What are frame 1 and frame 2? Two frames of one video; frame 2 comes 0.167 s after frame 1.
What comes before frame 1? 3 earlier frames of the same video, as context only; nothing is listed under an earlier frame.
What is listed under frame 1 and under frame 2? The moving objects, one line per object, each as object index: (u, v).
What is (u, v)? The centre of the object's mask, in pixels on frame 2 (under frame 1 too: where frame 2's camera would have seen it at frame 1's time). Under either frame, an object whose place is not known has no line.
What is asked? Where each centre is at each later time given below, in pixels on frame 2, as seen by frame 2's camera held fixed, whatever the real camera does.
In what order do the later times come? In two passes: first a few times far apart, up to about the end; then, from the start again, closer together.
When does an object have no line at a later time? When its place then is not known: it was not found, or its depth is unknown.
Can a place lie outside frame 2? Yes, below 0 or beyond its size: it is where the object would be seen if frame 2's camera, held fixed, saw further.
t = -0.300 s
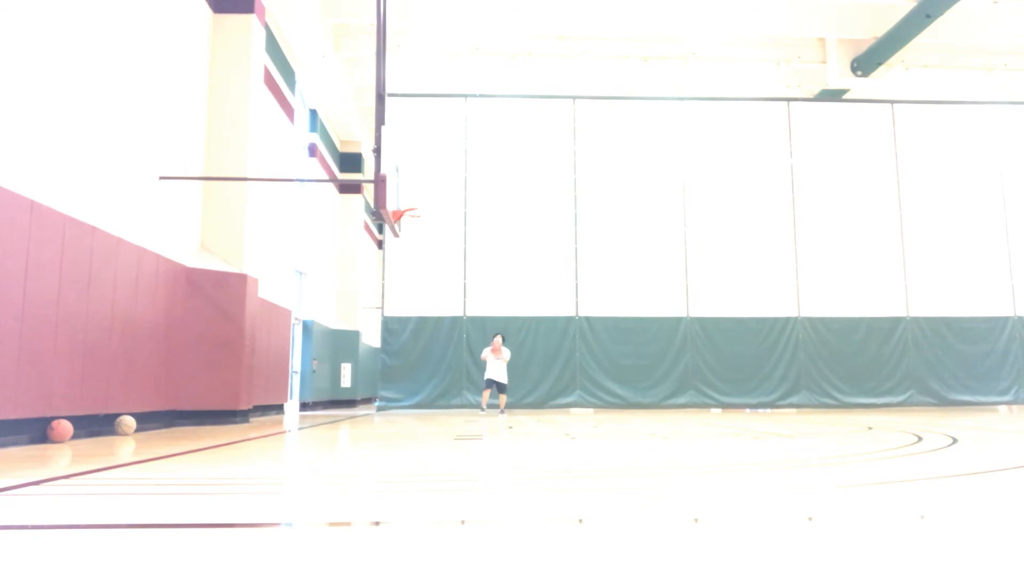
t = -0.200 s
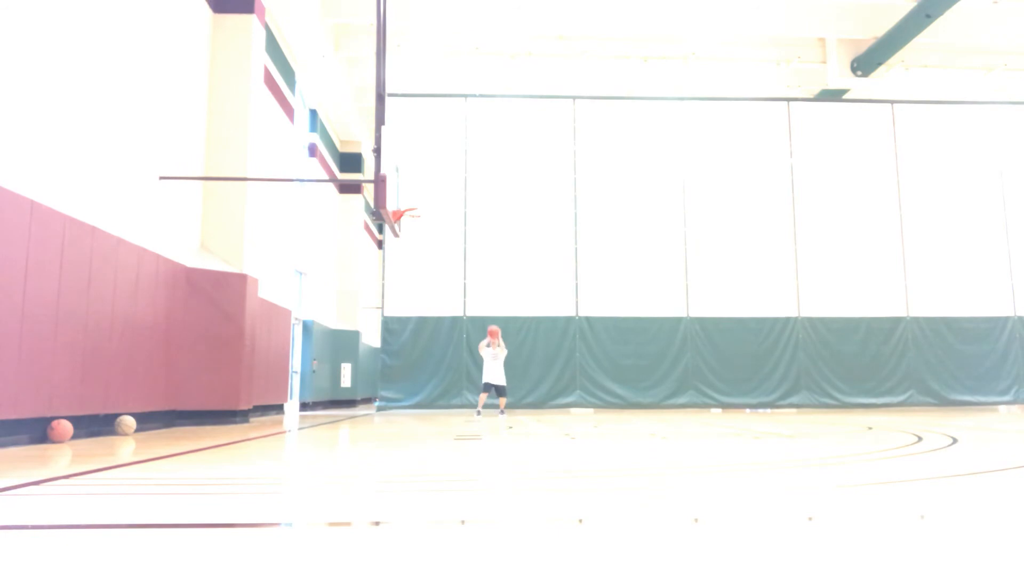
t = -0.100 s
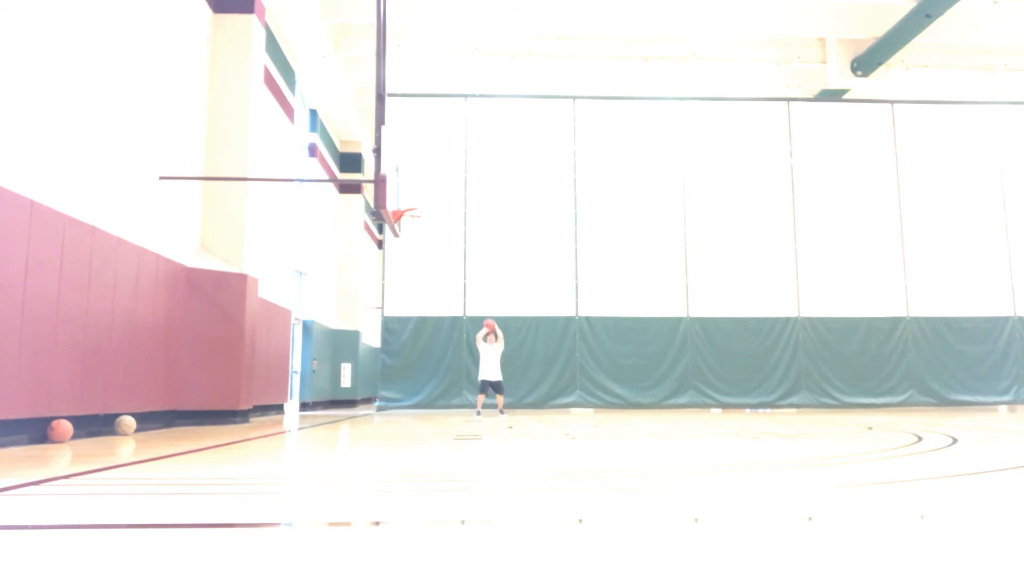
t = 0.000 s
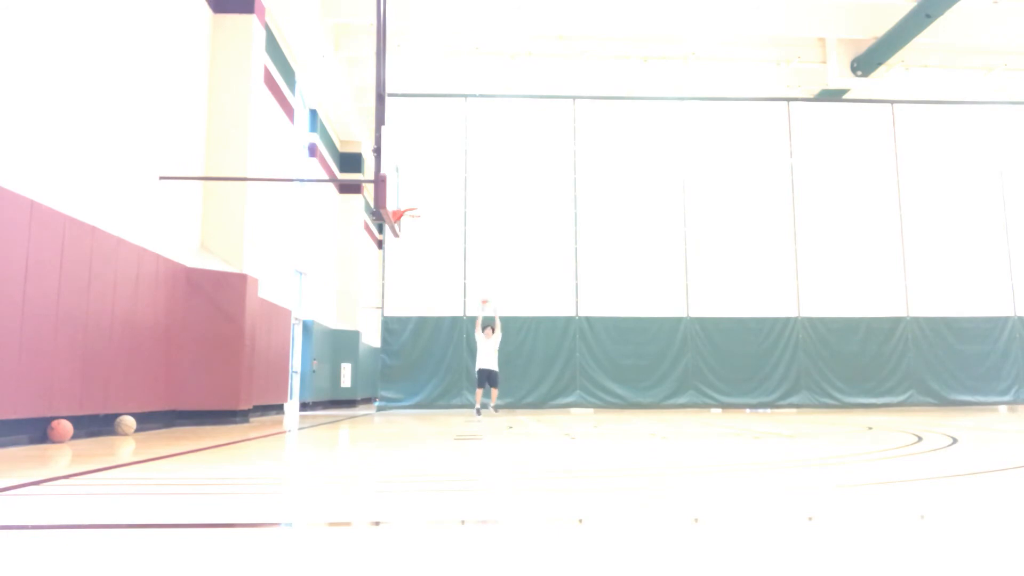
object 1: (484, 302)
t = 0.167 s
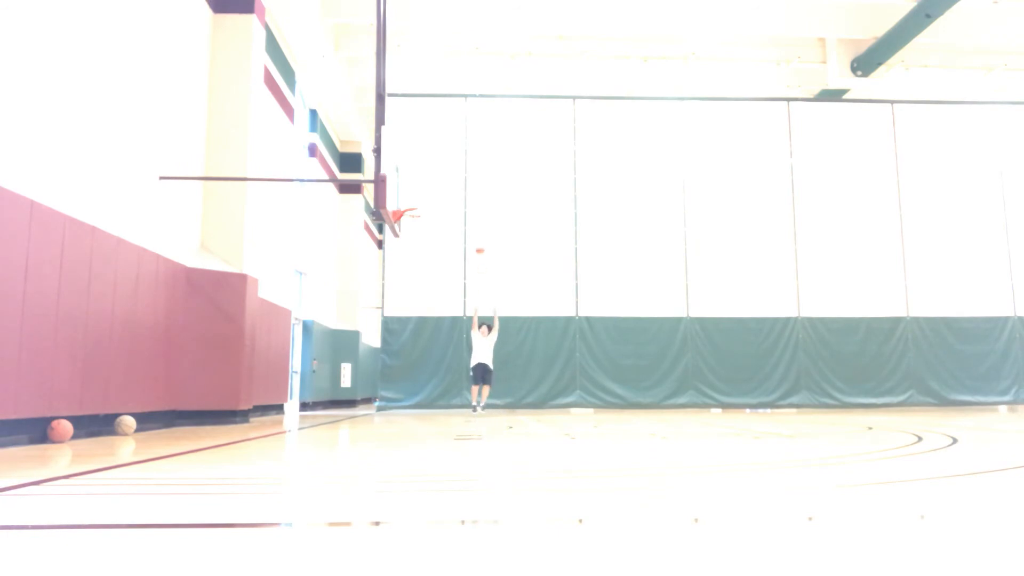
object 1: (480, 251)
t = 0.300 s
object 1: (475, 218)
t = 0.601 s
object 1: (465, 172)
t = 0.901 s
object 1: (452, 174)
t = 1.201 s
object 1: (435, 242)
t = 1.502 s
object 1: (415, 397)
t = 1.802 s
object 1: (391, 294)
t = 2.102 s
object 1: (367, 210)
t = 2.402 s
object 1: (335, 214)
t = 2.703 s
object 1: (297, 324)
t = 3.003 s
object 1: (249, 372)
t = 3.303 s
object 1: (198, 264)
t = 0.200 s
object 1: (479, 242)
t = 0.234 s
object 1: (478, 234)
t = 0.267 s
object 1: (476, 225)
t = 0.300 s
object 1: (475, 218)
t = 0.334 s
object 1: (474, 211)
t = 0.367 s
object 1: (473, 204)
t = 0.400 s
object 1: (472, 198)
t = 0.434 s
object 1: (471, 192)
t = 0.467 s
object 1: (470, 187)
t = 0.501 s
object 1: (468, 182)
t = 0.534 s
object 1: (467, 178)
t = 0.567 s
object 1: (466, 175)
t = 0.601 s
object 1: (465, 172)
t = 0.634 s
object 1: (463, 170)
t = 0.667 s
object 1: (462, 168)
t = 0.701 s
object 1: (461, 167)
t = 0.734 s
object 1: (459, 167)
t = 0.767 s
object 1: (458, 167)
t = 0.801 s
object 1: (457, 168)
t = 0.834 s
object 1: (455, 169)
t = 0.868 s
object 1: (453, 171)
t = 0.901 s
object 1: (452, 174)
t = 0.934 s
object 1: (450, 178)
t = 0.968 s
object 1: (449, 183)
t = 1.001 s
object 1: (447, 188)
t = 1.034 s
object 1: (445, 195)
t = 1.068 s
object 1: (443, 203)
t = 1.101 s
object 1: (441, 211)
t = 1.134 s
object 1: (439, 220)
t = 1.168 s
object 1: (438, 230)
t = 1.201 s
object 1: (435, 242)
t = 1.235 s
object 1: (433, 254)
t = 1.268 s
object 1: (431, 268)
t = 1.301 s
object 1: (428, 283)
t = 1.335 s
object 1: (426, 299)
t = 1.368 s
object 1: (424, 322)
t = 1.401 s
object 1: (422, 335)
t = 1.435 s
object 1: (420, 355)
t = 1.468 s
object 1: (417, 377)
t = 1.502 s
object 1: (415, 397)
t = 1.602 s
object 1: (407, 391)
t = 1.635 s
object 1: (405, 373)
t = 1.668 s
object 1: (402, 356)
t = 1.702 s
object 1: (400, 338)
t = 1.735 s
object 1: (397, 327)
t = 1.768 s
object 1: (394, 309)
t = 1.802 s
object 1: (391, 294)
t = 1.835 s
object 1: (388, 280)
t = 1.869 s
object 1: (385, 268)
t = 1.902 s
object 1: (383, 256)
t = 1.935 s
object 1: (381, 245)
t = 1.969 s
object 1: (378, 236)
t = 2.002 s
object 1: (376, 228)
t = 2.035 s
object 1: (373, 222)
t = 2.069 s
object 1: (370, 215)
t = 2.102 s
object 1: (367, 210)
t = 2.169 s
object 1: (360, 202)
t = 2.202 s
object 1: (356, 201)
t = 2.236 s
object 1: (353, 199)
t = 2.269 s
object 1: (350, 200)
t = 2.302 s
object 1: (346, 201)
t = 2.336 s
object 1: (343, 204)
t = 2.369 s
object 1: (339, 209)
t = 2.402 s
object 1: (335, 214)
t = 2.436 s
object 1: (331, 220)
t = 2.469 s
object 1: (327, 227)
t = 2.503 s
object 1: (323, 236)
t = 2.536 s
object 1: (318, 247)
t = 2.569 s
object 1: (314, 259)
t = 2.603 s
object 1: (309, 272)
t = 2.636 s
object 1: (305, 285)
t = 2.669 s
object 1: (300, 304)
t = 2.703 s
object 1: (297, 324)
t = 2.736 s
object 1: (293, 342)
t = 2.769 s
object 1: (284, 363)
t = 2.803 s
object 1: (278, 384)
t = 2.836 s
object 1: (272, 408)
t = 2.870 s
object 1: (267, 437)
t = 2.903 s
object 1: (263, 430)
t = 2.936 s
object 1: (257, 408)
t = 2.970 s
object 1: (253, 390)
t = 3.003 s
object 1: (249, 372)
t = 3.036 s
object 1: (243, 353)
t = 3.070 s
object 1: (238, 337)
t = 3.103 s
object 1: (234, 322)
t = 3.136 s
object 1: (228, 308)
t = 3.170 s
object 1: (222, 296)
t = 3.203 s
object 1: (216, 287)
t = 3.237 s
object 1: (210, 279)
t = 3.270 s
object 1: (204, 270)
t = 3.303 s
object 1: (198, 264)
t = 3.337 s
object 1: (191, 259)
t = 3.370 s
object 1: (183, 256)
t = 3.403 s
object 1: (176, 254)
